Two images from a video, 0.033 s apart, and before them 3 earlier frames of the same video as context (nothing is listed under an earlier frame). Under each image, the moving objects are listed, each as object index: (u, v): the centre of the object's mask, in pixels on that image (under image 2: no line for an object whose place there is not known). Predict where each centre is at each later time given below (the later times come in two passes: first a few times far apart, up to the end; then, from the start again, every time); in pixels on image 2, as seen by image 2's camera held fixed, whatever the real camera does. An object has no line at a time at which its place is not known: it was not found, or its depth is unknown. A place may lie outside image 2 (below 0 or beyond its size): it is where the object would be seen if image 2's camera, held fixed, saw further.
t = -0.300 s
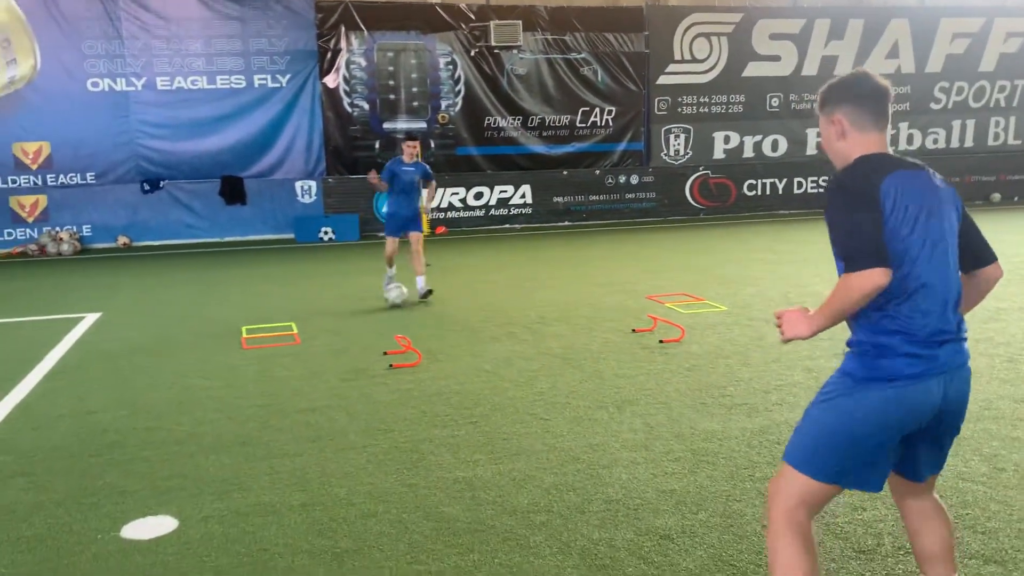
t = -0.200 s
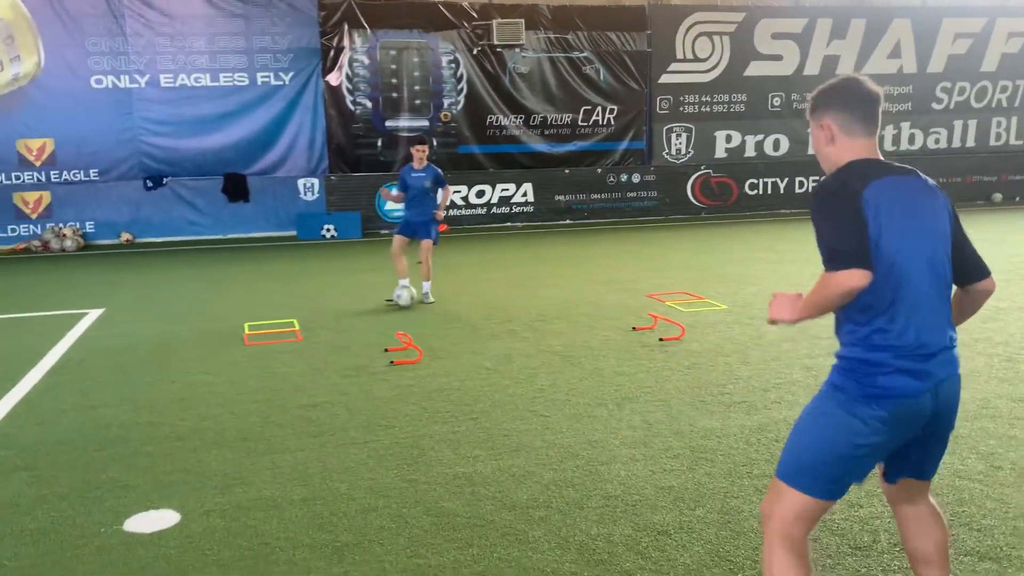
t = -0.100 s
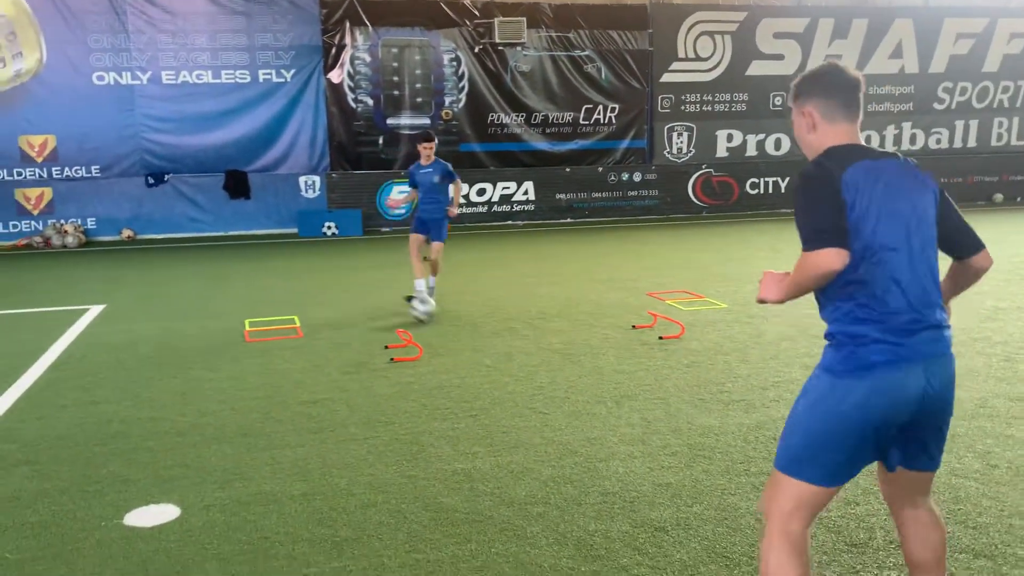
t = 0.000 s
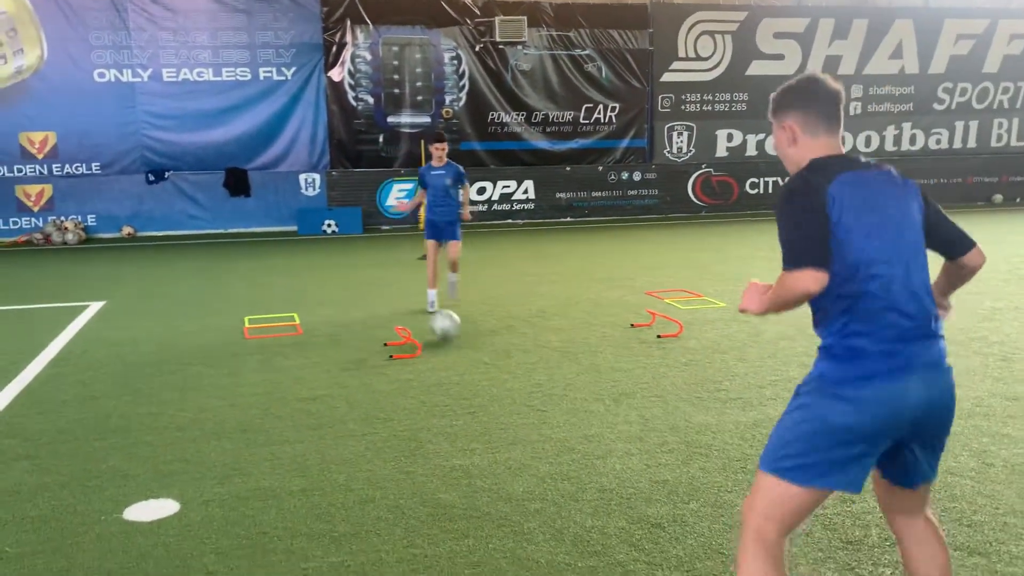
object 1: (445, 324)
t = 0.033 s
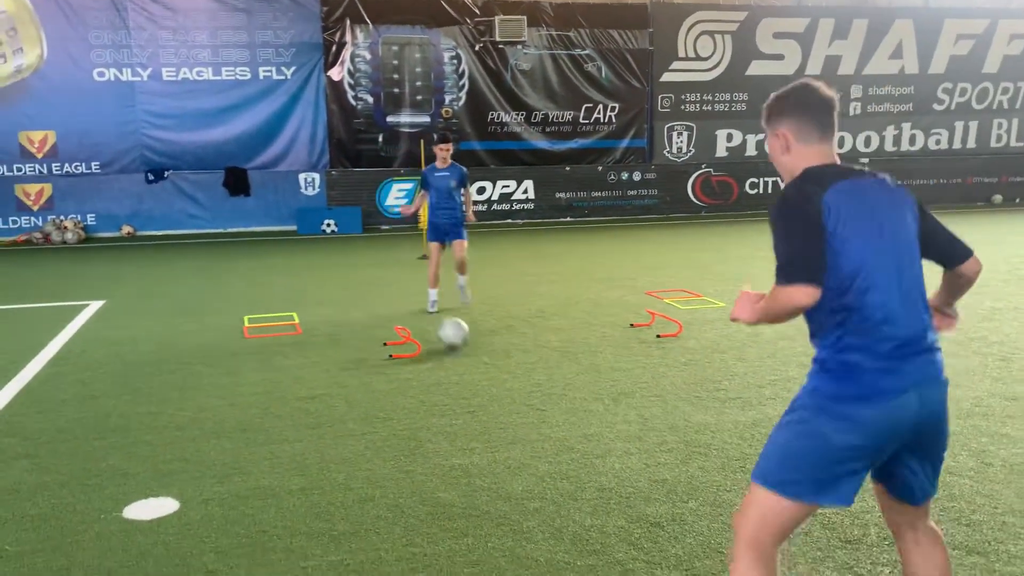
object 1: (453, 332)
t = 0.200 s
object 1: (501, 372)
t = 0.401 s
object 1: (580, 444)
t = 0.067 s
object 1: (462, 340)
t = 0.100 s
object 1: (471, 348)
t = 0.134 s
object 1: (481, 356)
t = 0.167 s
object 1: (490, 365)
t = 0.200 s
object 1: (501, 372)
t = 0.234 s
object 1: (512, 382)
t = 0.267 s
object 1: (525, 395)
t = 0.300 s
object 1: (537, 405)
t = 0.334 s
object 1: (551, 418)
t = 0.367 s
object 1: (564, 431)
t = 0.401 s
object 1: (580, 444)
